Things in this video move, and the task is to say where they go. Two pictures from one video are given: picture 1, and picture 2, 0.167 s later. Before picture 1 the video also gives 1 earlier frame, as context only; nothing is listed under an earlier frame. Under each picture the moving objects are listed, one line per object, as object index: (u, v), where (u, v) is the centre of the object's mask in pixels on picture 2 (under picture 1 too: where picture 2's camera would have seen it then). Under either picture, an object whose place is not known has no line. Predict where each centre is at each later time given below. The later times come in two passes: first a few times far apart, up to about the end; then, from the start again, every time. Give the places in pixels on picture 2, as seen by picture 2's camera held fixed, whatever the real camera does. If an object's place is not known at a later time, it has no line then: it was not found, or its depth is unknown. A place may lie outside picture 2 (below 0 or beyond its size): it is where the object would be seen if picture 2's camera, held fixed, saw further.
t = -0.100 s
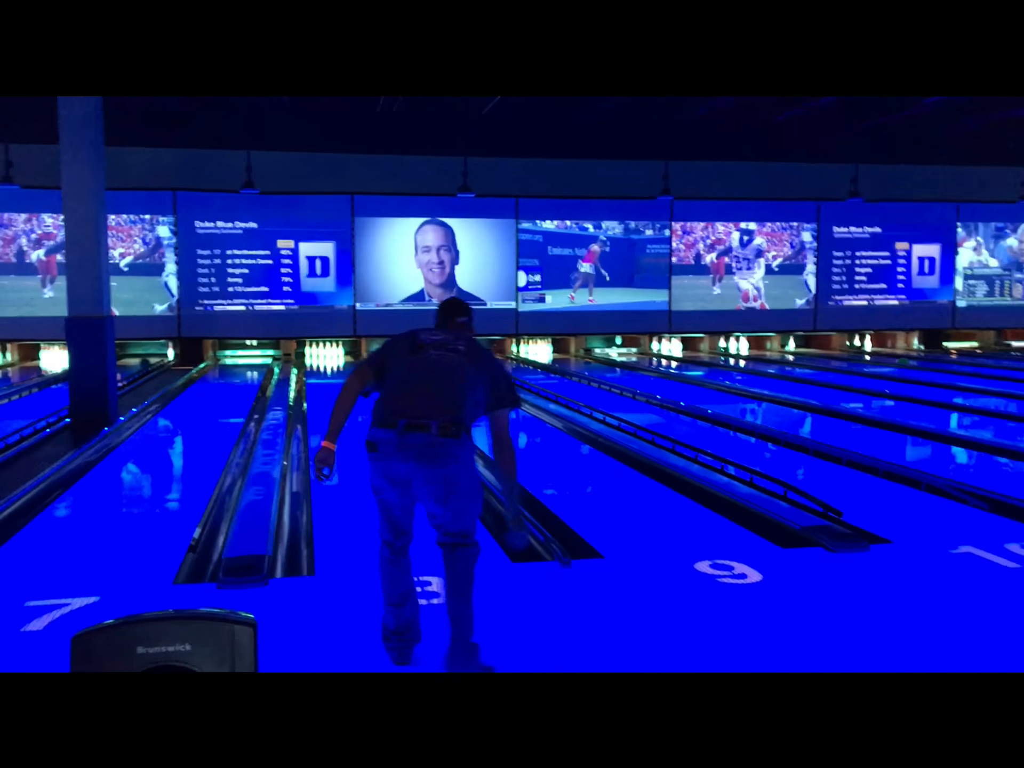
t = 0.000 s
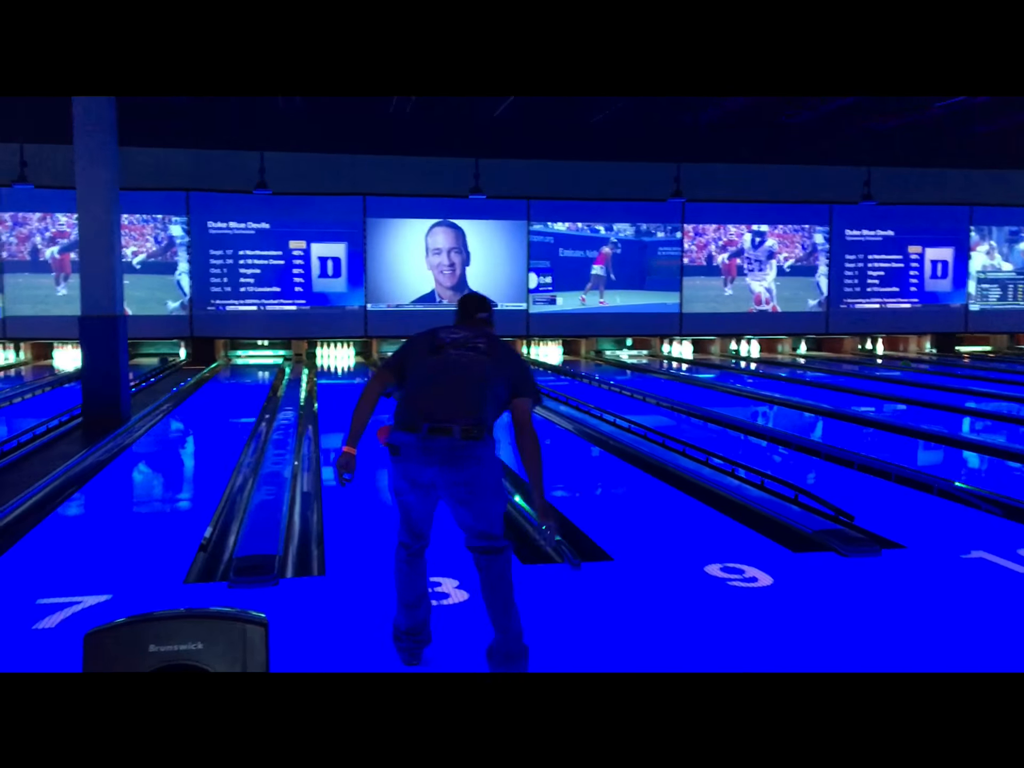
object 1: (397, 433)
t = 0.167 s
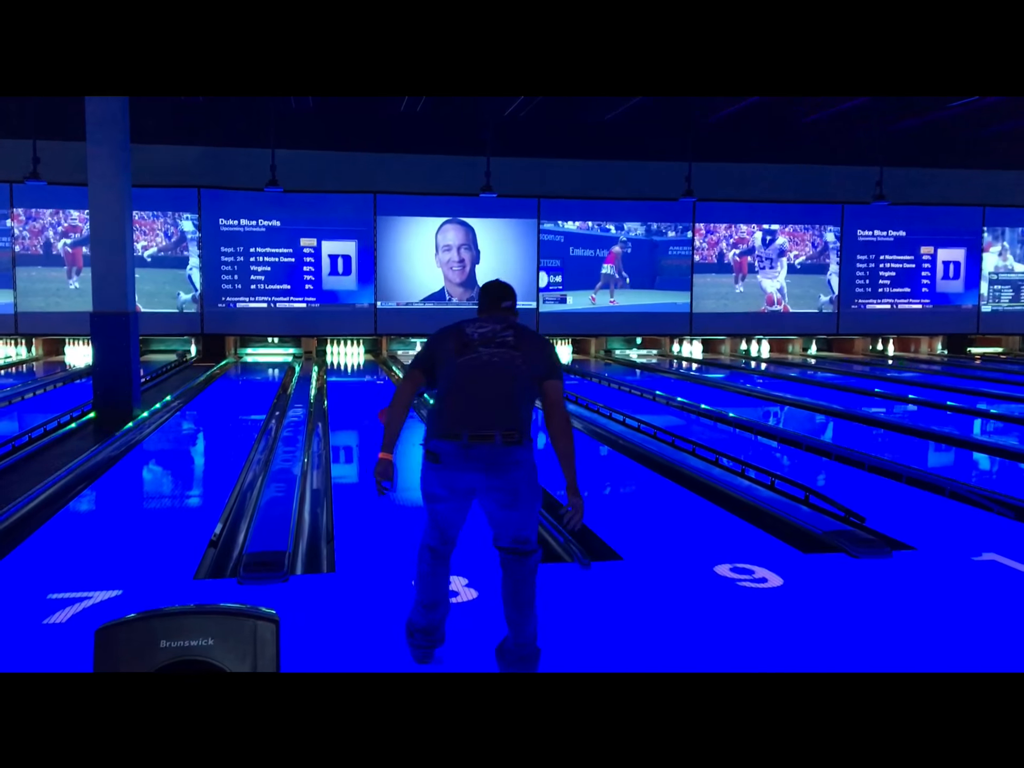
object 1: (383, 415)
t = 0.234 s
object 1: (384, 410)
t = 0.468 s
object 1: (375, 395)
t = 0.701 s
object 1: (368, 382)
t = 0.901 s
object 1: (363, 374)
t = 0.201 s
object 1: (385, 413)
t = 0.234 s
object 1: (384, 410)
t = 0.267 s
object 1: (383, 408)
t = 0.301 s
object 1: (381, 405)
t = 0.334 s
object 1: (380, 403)
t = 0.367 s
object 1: (379, 401)
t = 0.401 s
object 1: (378, 398)
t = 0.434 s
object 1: (376, 396)
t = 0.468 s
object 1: (375, 395)
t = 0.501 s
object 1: (374, 392)
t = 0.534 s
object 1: (373, 391)
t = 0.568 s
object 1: (372, 389)
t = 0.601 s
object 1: (371, 387)
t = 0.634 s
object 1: (370, 385)
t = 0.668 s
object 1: (369, 383)
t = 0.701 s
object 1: (368, 382)
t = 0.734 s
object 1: (367, 381)
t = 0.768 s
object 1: (366, 379)
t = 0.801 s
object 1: (366, 378)
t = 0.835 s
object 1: (365, 377)
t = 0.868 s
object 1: (364, 376)
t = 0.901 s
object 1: (363, 374)
